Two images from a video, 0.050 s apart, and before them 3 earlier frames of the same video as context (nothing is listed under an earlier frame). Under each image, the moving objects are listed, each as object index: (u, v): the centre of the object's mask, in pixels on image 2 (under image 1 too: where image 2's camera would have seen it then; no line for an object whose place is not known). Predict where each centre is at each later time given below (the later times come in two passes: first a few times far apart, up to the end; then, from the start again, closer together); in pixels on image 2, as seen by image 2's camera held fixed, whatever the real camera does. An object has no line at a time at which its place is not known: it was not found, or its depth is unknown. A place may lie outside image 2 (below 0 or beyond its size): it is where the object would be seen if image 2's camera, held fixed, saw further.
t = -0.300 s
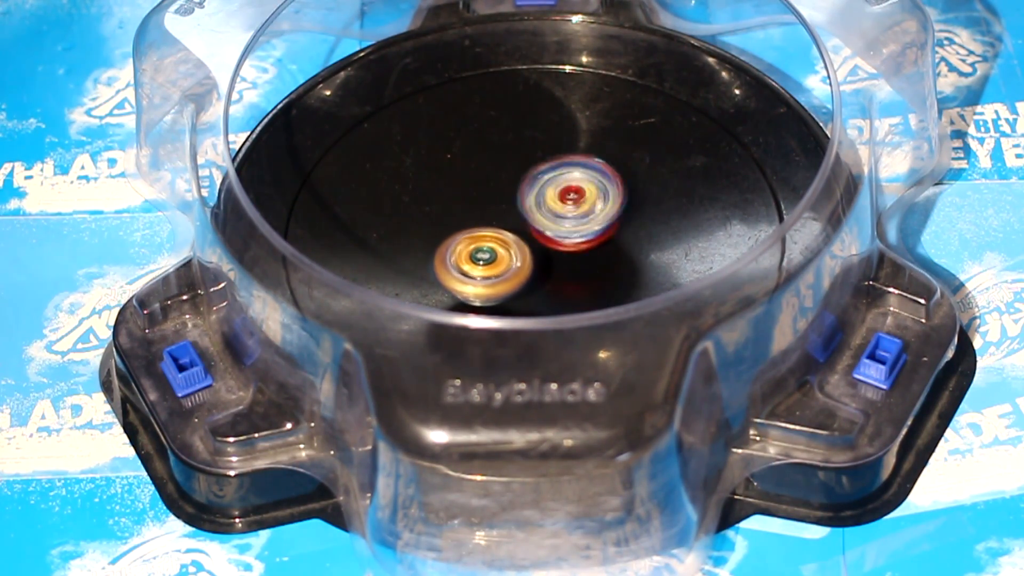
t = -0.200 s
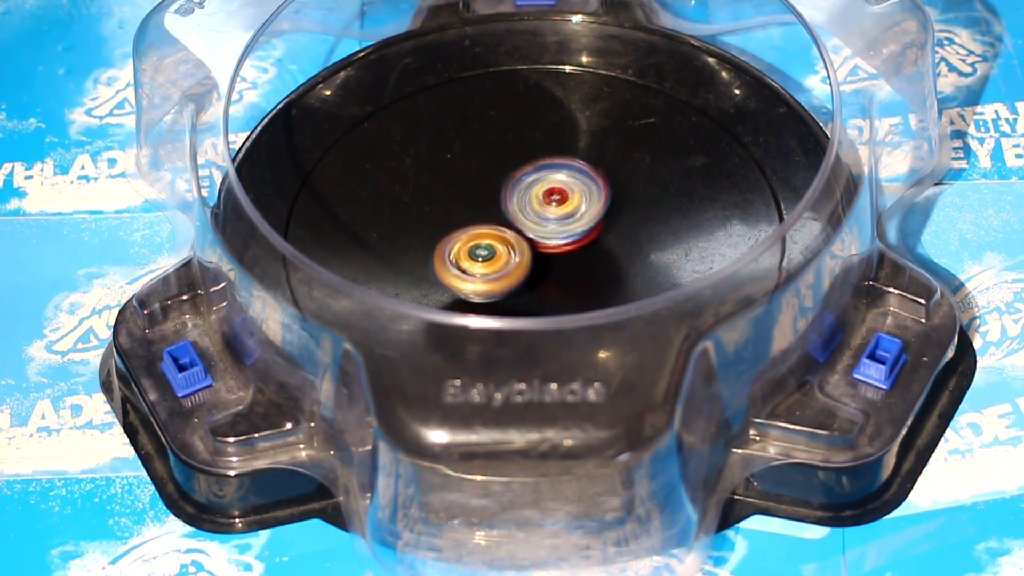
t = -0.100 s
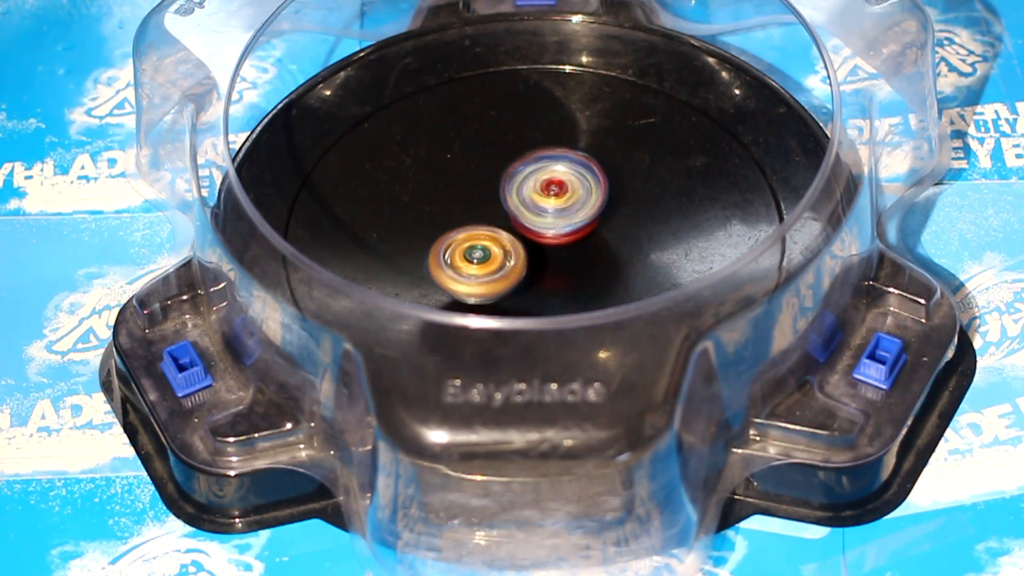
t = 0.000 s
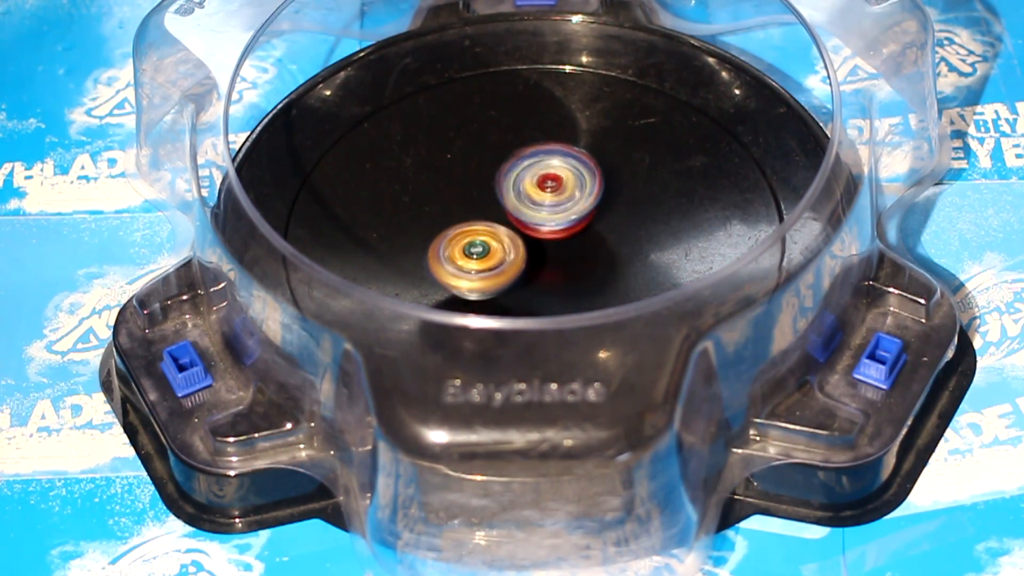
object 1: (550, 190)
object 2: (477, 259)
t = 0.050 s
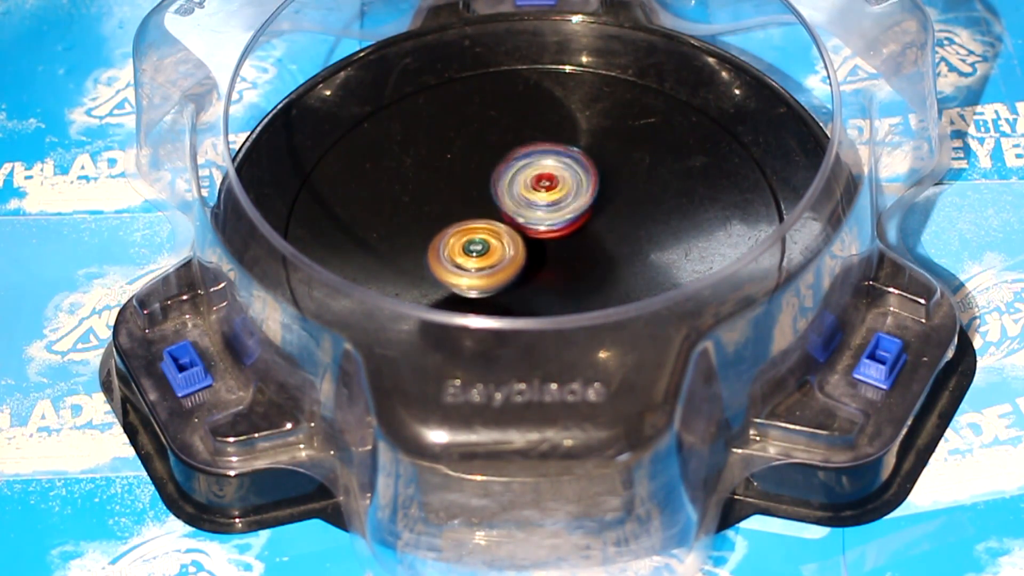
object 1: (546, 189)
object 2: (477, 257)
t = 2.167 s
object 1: (569, 224)
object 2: (464, 213)
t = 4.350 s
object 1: (532, 274)
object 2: (491, 173)
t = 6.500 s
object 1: (466, 237)
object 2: (604, 171)
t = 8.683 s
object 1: (457, 239)
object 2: (579, 222)
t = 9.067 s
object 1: (473, 241)
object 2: (575, 213)
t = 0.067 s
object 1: (544, 189)
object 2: (477, 256)
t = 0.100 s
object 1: (541, 190)
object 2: (476, 255)
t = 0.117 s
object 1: (540, 191)
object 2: (476, 254)
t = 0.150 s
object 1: (542, 189)
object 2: (471, 257)
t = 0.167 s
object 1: (543, 188)
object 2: (468, 260)
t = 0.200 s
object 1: (545, 185)
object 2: (464, 264)
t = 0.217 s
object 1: (547, 183)
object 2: (463, 265)
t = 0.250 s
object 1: (549, 181)
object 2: (462, 265)
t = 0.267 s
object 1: (550, 180)
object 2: (462, 264)
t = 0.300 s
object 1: (550, 178)
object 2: (461, 263)
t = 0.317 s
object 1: (550, 178)
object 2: (461, 263)
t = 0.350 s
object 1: (550, 178)
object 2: (461, 262)
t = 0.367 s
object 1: (549, 178)
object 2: (461, 261)
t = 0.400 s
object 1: (548, 181)
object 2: (461, 260)
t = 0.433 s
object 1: (548, 183)
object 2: (461, 260)
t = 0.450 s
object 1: (548, 185)
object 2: (461, 259)
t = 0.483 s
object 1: (547, 189)
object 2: (461, 258)
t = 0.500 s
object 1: (548, 191)
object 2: (462, 258)
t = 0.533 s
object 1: (546, 196)
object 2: (462, 256)
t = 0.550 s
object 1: (546, 198)
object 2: (462, 256)
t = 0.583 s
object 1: (546, 202)
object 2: (463, 255)
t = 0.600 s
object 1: (548, 204)
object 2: (462, 255)
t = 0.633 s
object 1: (559, 205)
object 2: (452, 257)
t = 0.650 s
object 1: (565, 204)
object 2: (448, 259)
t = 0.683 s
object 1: (572, 203)
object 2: (443, 260)
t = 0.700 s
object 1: (576, 203)
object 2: (443, 261)
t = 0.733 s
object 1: (581, 202)
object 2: (443, 260)
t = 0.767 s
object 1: (587, 202)
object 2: (443, 258)
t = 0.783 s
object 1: (591, 203)
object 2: (444, 257)
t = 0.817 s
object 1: (596, 203)
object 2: (445, 256)
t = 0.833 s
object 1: (598, 204)
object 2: (446, 256)
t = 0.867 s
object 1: (603, 205)
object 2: (447, 254)
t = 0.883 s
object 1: (604, 206)
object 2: (447, 254)
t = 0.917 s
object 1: (607, 207)
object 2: (449, 252)
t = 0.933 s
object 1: (608, 208)
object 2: (449, 251)
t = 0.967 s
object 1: (609, 209)
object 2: (450, 250)
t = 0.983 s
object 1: (609, 210)
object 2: (451, 249)
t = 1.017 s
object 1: (608, 212)
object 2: (452, 248)
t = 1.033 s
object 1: (608, 213)
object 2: (453, 247)
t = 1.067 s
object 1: (605, 216)
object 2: (454, 246)
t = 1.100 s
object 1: (601, 218)
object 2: (455, 244)
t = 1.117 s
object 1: (599, 219)
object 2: (455, 243)
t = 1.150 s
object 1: (593, 223)
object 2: (456, 242)
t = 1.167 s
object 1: (590, 224)
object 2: (456, 241)
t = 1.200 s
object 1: (585, 227)
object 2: (457, 240)
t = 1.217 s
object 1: (582, 229)
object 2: (457, 239)
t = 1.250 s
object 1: (576, 232)
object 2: (458, 237)
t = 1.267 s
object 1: (572, 233)
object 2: (458, 236)
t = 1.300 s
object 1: (567, 236)
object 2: (459, 235)
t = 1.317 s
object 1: (565, 237)
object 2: (458, 234)
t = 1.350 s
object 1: (564, 238)
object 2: (452, 232)
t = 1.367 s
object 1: (565, 239)
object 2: (451, 231)
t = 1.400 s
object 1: (564, 241)
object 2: (450, 230)
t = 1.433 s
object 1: (561, 243)
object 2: (451, 228)
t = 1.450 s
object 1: (560, 243)
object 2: (451, 227)
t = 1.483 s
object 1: (557, 244)
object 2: (451, 226)
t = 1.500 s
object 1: (556, 245)
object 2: (451, 225)
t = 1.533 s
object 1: (553, 246)
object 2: (451, 223)
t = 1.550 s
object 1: (552, 246)
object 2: (449, 222)
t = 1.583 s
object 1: (562, 249)
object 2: (436, 218)
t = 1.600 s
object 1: (565, 251)
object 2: (431, 215)
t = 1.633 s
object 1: (570, 252)
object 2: (423, 210)
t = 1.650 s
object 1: (574, 252)
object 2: (421, 209)
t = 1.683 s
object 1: (581, 253)
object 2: (419, 206)
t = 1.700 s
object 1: (583, 253)
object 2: (419, 206)
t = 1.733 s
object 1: (588, 253)
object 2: (420, 205)
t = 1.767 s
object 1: (592, 252)
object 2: (421, 204)
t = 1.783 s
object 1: (594, 252)
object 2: (423, 204)
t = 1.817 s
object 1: (598, 251)
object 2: (425, 204)
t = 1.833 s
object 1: (599, 250)
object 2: (426, 204)
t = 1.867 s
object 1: (600, 248)
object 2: (429, 205)
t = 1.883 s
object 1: (601, 247)
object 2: (431, 206)
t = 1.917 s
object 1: (600, 245)
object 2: (433, 206)
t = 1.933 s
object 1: (600, 243)
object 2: (435, 207)
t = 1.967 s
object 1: (599, 241)
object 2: (439, 208)
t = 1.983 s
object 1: (598, 239)
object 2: (441, 209)
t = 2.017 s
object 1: (593, 237)
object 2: (445, 210)
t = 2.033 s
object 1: (591, 235)
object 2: (447, 210)
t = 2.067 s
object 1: (587, 233)
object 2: (450, 211)
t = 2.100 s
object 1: (581, 230)
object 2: (454, 211)
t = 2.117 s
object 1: (578, 228)
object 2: (456, 212)
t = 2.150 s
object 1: (572, 225)
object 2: (461, 213)
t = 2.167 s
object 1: (569, 224)
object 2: (464, 213)
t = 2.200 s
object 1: (570, 222)
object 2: (466, 214)
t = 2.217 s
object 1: (573, 220)
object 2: (464, 214)
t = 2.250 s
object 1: (580, 216)
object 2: (461, 214)
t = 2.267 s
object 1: (582, 213)
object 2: (461, 214)
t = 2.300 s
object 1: (587, 209)
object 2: (463, 215)
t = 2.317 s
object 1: (589, 206)
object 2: (465, 214)
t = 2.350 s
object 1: (591, 202)
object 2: (467, 214)
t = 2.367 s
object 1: (592, 200)
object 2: (467, 214)
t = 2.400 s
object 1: (590, 196)
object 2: (469, 213)
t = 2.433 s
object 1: (590, 193)
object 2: (471, 212)
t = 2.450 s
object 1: (588, 191)
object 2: (472, 212)
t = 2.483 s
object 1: (585, 189)
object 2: (473, 211)
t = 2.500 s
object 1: (582, 188)
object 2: (474, 210)
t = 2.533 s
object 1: (578, 186)
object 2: (475, 209)
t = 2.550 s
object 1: (580, 185)
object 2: (471, 210)
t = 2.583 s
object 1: (588, 182)
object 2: (461, 211)
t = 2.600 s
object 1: (590, 180)
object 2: (458, 211)
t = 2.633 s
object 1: (593, 178)
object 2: (456, 212)
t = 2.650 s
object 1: (594, 177)
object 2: (457, 212)
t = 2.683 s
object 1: (595, 175)
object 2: (459, 211)
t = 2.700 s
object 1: (596, 175)
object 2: (460, 211)
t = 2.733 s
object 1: (596, 175)
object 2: (462, 211)
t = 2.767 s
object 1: (594, 177)
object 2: (463, 210)
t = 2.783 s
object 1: (594, 178)
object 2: (463, 209)
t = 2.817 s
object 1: (591, 181)
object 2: (464, 209)
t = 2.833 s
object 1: (587, 183)
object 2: (465, 209)
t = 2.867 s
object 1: (583, 187)
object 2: (466, 209)
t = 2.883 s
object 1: (581, 191)
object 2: (467, 208)
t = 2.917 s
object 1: (575, 197)
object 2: (468, 208)
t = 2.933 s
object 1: (573, 200)
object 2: (468, 208)
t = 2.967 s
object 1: (573, 207)
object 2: (466, 209)
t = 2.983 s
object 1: (574, 210)
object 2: (465, 209)
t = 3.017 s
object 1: (576, 217)
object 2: (467, 210)
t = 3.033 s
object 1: (578, 220)
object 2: (468, 210)
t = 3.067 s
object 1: (585, 226)
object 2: (471, 210)
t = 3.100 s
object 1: (592, 232)
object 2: (472, 210)
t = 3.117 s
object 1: (595, 234)
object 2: (473, 210)
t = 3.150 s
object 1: (602, 237)
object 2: (476, 209)
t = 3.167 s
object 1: (603, 238)
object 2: (476, 209)
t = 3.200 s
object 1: (606, 239)
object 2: (478, 209)
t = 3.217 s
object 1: (608, 239)
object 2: (478, 209)
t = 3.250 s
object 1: (610, 240)
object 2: (479, 208)
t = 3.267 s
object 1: (608, 240)
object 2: (480, 208)
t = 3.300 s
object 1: (607, 239)
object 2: (481, 208)
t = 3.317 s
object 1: (607, 239)
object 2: (483, 207)
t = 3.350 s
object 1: (603, 238)
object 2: (483, 207)
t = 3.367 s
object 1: (600, 238)
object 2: (484, 206)
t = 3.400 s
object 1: (595, 237)
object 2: (485, 206)
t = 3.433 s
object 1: (589, 236)
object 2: (486, 205)
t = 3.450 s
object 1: (584, 236)
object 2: (486, 205)
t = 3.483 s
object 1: (577, 236)
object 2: (484, 203)
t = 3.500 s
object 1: (580, 240)
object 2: (478, 199)
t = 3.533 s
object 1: (587, 245)
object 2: (469, 191)
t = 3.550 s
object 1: (590, 248)
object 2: (466, 186)
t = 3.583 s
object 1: (597, 252)
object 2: (462, 179)
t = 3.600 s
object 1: (600, 254)
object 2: (461, 175)
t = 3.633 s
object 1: (607, 256)
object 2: (459, 171)
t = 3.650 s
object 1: (610, 256)
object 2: (459, 169)
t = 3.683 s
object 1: (615, 257)
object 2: (459, 168)
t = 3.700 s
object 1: (615, 256)
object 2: (460, 166)
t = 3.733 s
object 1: (617, 255)
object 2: (460, 166)
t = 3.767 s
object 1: (617, 254)
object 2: (462, 166)
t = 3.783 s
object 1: (618, 253)
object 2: (463, 166)
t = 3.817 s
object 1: (615, 250)
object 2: (465, 167)
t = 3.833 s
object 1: (612, 248)
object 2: (467, 167)
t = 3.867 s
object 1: (607, 246)
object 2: (469, 169)
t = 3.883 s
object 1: (604, 245)
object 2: (471, 170)
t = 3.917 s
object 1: (594, 242)
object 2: (474, 172)
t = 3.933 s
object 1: (589, 241)
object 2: (476, 173)
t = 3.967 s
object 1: (577, 238)
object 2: (480, 175)
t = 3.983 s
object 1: (571, 236)
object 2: (482, 176)
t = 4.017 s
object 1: (556, 235)
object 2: (485, 178)
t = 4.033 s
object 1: (549, 236)
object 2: (486, 178)
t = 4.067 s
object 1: (542, 242)
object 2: (482, 173)
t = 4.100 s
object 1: (537, 248)
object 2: (478, 171)
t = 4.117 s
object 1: (534, 251)
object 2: (478, 171)
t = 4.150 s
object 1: (531, 258)
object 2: (479, 171)
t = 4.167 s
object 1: (530, 262)
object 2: (481, 172)
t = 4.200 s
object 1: (530, 266)
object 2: (483, 172)
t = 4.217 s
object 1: (529, 269)
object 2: (484, 172)
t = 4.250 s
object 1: (530, 271)
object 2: (486, 173)
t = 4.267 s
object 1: (530, 272)
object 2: (487, 173)
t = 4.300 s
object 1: (531, 273)
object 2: (489, 173)
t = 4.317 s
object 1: (531, 274)
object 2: (490, 173)
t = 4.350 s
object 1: (532, 274)
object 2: (491, 173)
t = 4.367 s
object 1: (534, 274)
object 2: (493, 173)
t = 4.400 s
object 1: (536, 273)
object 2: (496, 173)
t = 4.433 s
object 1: (537, 272)
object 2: (500, 174)
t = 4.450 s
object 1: (537, 271)
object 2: (502, 174)
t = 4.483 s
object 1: (537, 267)
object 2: (506, 174)
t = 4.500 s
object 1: (536, 265)
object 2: (508, 174)
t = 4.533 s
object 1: (538, 260)
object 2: (511, 174)
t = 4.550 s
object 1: (539, 258)
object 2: (512, 174)
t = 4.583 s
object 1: (537, 252)
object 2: (513, 173)
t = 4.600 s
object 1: (535, 249)
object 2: (513, 173)
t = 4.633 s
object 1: (533, 248)
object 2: (513, 166)
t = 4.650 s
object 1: (533, 249)
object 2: (514, 163)
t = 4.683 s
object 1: (532, 250)
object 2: (517, 158)
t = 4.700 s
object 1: (532, 250)
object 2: (518, 156)
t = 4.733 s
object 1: (531, 250)
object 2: (520, 153)
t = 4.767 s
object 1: (530, 251)
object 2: (520, 153)
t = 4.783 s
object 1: (530, 250)
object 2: (521, 153)
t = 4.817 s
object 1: (530, 249)
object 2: (522, 154)
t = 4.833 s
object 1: (529, 249)
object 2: (523, 155)
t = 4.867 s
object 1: (529, 248)
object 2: (525, 156)
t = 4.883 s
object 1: (530, 247)
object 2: (526, 157)
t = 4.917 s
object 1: (528, 246)
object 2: (527, 158)
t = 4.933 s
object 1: (529, 245)
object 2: (528, 159)
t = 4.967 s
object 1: (529, 242)
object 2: (530, 160)
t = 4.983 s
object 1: (528, 240)
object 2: (531, 161)
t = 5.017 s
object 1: (526, 238)
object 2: (533, 162)
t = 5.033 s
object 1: (525, 239)
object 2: (533, 162)
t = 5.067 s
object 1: (524, 244)
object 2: (534, 162)
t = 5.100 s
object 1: (525, 248)
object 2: (535, 164)
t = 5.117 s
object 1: (524, 250)
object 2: (535, 165)
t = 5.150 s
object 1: (525, 254)
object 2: (536, 166)
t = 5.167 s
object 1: (527, 255)
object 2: (537, 168)
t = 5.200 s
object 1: (530, 258)
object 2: (539, 171)
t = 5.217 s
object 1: (531, 258)
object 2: (541, 172)
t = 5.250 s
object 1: (534, 260)
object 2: (543, 176)
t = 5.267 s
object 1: (534, 260)
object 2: (545, 178)
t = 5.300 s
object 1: (538, 260)
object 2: (549, 182)
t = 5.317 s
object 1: (540, 261)
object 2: (551, 186)
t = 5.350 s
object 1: (540, 271)
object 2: (555, 178)
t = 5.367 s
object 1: (540, 273)
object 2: (559, 175)
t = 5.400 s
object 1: (541, 279)
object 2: (565, 171)
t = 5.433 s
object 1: (542, 284)
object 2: (569, 169)
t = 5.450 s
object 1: (542, 285)
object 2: (569, 168)
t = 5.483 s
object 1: (547, 298)
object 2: (572, 168)
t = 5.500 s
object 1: (549, 301)
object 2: (572, 168)
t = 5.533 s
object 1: (554, 302)
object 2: (571, 169)
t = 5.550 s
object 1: (558, 303)
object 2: (571, 170)
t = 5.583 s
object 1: (560, 301)
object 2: (570, 171)
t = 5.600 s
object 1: (563, 299)
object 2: (572, 172)
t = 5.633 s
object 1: (565, 286)
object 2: (572, 173)
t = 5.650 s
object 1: (566, 285)
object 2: (573, 175)
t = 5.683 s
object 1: (567, 282)
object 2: (573, 176)
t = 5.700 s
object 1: (567, 280)
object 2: (573, 178)
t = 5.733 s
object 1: (565, 275)
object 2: (575, 178)
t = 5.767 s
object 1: (560, 267)
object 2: (577, 180)
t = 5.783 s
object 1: (556, 263)
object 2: (577, 181)
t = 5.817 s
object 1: (546, 256)
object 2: (576, 180)
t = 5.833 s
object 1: (539, 255)
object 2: (577, 177)
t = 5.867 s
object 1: (527, 256)
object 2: (577, 173)
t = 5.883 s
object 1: (521, 257)
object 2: (576, 172)
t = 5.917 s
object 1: (509, 258)
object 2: (573, 172)
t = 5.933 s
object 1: (503, 258)
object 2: (572, 173)
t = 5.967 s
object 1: (490, 260)
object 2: (572, 176)
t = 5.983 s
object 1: (486, 261)
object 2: (572, 178)
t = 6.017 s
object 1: (475, 263)
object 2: (574, 180)
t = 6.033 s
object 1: (471, 264)
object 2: (575, 181)
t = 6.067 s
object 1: (468, 265)
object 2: (575, 182)
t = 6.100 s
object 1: (464, 266)
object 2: (576, 183)
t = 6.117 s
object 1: (465, 266)
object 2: (577, 183)
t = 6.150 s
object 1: (465, 266)
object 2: (577, 184)
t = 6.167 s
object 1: (465, 265)
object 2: (577, 184)
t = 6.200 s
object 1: (468, 264)
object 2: (577, 184)
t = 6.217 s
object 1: (468, 264)
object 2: (577, 184)
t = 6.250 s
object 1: (473, 259)
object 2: (576, 185)
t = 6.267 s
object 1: (474, 258)
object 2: (576, 185)
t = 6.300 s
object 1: (480, 254)
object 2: (576, 186)
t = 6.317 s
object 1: (481, 251)
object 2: (575, 187)
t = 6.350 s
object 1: (488, 246)
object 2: (576, 187)
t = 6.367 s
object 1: (491, 241)
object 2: (576, 188)
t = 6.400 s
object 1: (493, 235)
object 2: (579, 187)
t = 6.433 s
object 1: (483, 235)
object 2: (590, 179)
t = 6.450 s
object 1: (478, 236)
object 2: (595, 176)
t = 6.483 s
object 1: (470, 236)
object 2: (601, 173)
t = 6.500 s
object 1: (466, 237)
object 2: (604, 171)
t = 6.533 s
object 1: (459, 238)
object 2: (607, 170)
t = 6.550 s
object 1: (455, 239)
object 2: (606, 169)
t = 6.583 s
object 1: (450, 243)
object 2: (605, 169)
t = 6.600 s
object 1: (448, 243)
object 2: (604, 170)
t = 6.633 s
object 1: (448, 246)
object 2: (603, 173)
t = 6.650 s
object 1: (448, 247)
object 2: (603, 176)
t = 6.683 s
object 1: (451, 249)
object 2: (602, 178)
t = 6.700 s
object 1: (453, 249)
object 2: (601, 181)
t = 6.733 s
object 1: (459, 250)
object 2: (597, 184)
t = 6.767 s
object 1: (466, 249)
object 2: (592, 187)
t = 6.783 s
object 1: (470, 249)
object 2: (589, 191)
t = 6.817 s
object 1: (478, 247)
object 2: (580, 194)
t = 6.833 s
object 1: (482, 247)
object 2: (576, 198)
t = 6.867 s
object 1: (487, 246)
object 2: (570, 201)
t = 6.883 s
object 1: (487, 248)
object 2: (571, 200)
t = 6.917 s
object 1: (483, 251)
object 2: (570, 200)
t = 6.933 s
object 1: (481, 252)
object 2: (571, 200)
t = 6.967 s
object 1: (475, 256)
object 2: (569, 199)
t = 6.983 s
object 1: (474, 257)
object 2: (569, 199)
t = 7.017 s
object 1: (472, 261)
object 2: (568, 199)
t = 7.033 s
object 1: (472, 261)
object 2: (567, 200)
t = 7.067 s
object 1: (473, 264)
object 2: (567, 200)
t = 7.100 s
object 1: (478, 264)
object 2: (568, 200)
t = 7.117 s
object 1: (479, 264)
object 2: (567, 201)
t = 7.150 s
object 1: (484, 263)
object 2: (567, 200)
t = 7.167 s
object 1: (485, 261)
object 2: (566, 201)
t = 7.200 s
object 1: (491, 260)
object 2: (565, 201)
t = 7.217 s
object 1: (493, 258)
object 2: (564, 202)
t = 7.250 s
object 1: (495, 258)
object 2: (567, 201)
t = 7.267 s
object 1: (497, 259)
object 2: (567, 200)
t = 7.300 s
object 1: (495, 258)
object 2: (568, 198)
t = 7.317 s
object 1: (497, 259)
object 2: (568, 198)
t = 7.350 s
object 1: (497, 258)
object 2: (566, 200)
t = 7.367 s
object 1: (498, 259)
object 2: (566, 200)
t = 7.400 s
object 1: (498, 258)
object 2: (567, 201)
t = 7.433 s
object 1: (498, 258)
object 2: (570, 203)
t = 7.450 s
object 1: (496, 260)
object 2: (573, 202)
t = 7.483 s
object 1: (496, 260)
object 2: (573, 202)
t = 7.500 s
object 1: (496, 259)
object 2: (574, 202)
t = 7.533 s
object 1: (497, 259)
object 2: (575, 202)
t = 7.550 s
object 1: (497, 258)
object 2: (575, 202)
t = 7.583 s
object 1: (498, 256)
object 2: (577, 203)
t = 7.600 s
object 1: (499, 256)
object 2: (576, 203)
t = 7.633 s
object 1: (501, 252)
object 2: (576, 205)
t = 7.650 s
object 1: (500, 252)
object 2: (579, 203)
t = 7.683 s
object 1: (491, 253)
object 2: (588, 198)
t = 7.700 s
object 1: (489, 252)
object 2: (591, 196)
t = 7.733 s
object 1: (484, 251)
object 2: (600, 194)
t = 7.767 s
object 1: (483, 249)
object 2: (608, 192)
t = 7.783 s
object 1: (482, 249)
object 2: (610, 191)
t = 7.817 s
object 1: (479, 246)
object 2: (615, 190)
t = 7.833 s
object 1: (478, 244)
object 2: (616, 190)
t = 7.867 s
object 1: (476, 241)
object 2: (614, 189)
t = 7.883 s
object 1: (478, 241)
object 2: (615, 189)
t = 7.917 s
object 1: (479, 240)
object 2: (611, 191)
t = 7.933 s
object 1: (478, 238)
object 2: (611, 193)
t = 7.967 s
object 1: (482, 235)
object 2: (608, 196)
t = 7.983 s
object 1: (484, 235)
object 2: (607, 197)
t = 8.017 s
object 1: (487, 231)
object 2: (604, 199)
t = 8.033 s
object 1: (489, 228)
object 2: (602, 202)
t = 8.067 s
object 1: (494, 223)
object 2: (596, 202)
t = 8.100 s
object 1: (483, 219)
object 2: (601, 199)
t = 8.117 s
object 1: (479, 218)
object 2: (605, 197)
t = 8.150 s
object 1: (471, 217)
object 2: (609, 195)
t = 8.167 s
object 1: (467, 216)
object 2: (609, 194)
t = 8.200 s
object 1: (459, 214)
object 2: (607, 193)
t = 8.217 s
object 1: (456, 214)
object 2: (605, 193)
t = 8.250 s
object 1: (448, 215)
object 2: (600, 194)
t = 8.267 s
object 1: (445, 215)
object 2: (597, 197)
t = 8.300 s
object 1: (443, 217)
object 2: (593, 200)
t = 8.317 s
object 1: (442, 219)
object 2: (591, 203)
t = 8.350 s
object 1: (444, 222)
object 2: (590, 206)
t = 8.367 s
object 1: (446, 223)
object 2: (588, 206)
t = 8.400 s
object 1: (449, 225)
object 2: (585, 211)
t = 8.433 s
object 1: (458, 229)
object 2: (580, 212)
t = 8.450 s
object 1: (462, 230)
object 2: (577, 213)
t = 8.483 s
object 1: (471, 231)
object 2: (572, 217)
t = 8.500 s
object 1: (470, 233)
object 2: (572, 218)
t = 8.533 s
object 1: (470, 236)
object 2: (574, 219)
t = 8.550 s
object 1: (469, 237)
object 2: (576, 219)
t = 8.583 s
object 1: (468, 238)
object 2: (579, 222)
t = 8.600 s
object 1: (466, 238)
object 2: (578, 222)
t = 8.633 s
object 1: (463, 240)
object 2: (579, 223)
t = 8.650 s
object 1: (460, 240)
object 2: (580, 222)
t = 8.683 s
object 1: (457, 239)
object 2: (579, 222)
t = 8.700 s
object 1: (456, 241)
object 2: (578, 222)
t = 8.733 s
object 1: (455, 242)
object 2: (575, 222)
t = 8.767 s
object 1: (457, 243)
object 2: (572, 223)
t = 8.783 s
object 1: (459, 243)
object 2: (571, 223)
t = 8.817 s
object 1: (462, 242)
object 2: (570, 224)
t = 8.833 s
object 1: (465, 244)
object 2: (569, 225)
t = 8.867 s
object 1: (471, 243)
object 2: (570, 226)
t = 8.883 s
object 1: (470, 242)
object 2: (571, 226)
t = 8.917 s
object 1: (473, 241)
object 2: (576, 224)
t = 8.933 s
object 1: (473, 242)
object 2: (575, 222)
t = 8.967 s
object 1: (471, 240)
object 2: (576, 220)
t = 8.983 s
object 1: (474, 240)
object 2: (576, 219)
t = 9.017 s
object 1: (475, 241)
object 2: (574, 217)
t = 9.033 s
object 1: (475, 241)
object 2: (574, 217)
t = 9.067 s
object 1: (473, 241)
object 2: (575, 213)
